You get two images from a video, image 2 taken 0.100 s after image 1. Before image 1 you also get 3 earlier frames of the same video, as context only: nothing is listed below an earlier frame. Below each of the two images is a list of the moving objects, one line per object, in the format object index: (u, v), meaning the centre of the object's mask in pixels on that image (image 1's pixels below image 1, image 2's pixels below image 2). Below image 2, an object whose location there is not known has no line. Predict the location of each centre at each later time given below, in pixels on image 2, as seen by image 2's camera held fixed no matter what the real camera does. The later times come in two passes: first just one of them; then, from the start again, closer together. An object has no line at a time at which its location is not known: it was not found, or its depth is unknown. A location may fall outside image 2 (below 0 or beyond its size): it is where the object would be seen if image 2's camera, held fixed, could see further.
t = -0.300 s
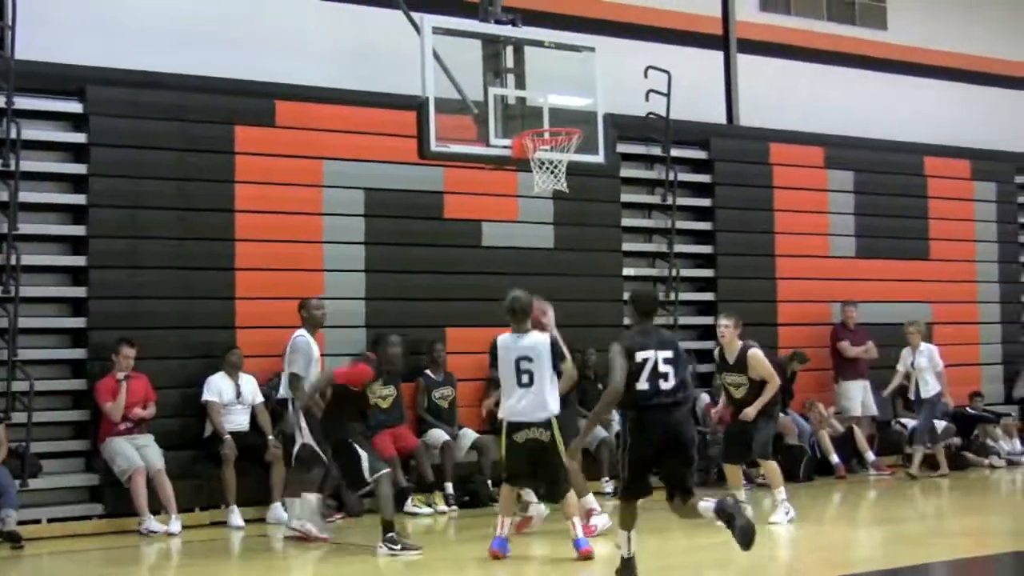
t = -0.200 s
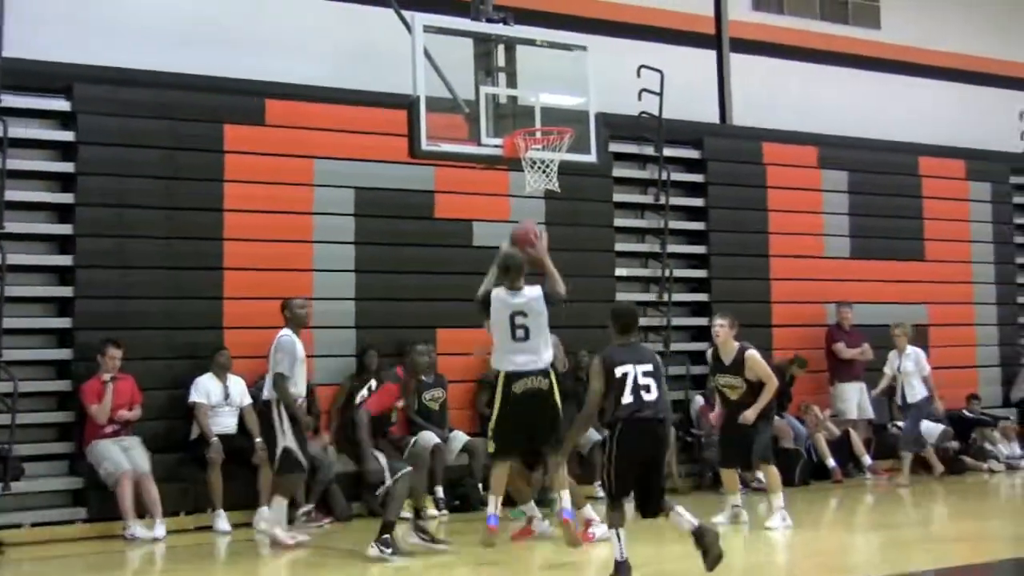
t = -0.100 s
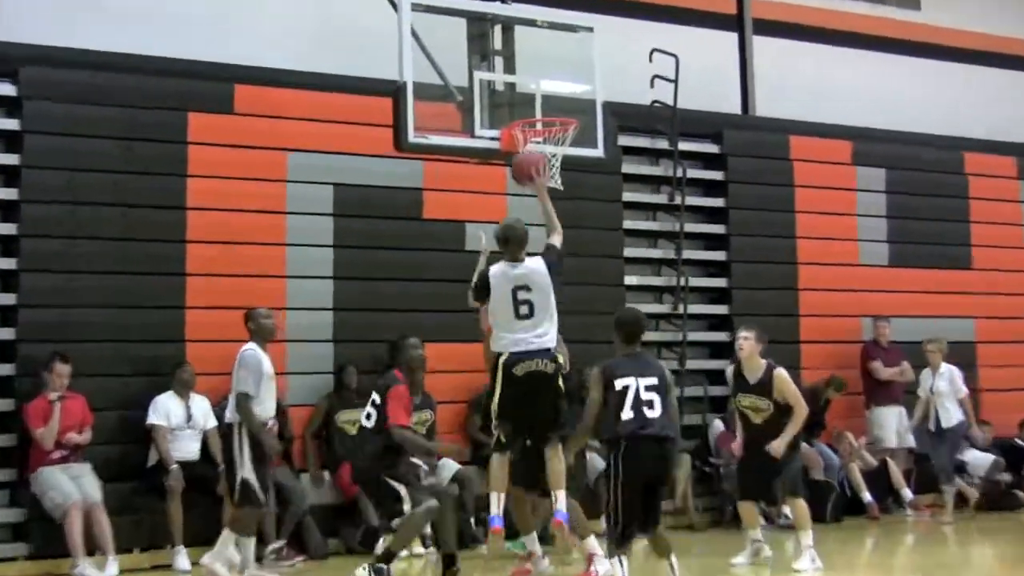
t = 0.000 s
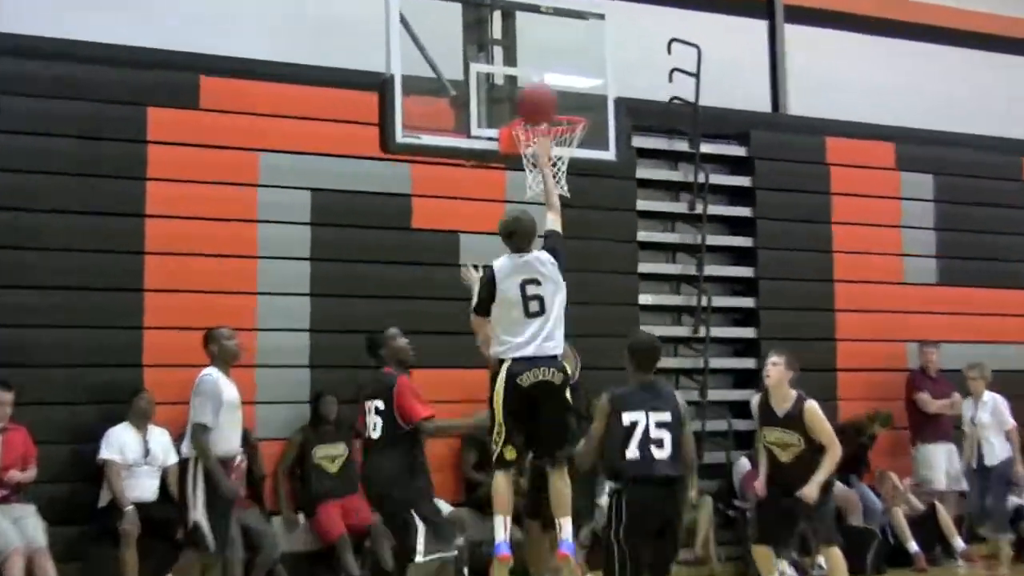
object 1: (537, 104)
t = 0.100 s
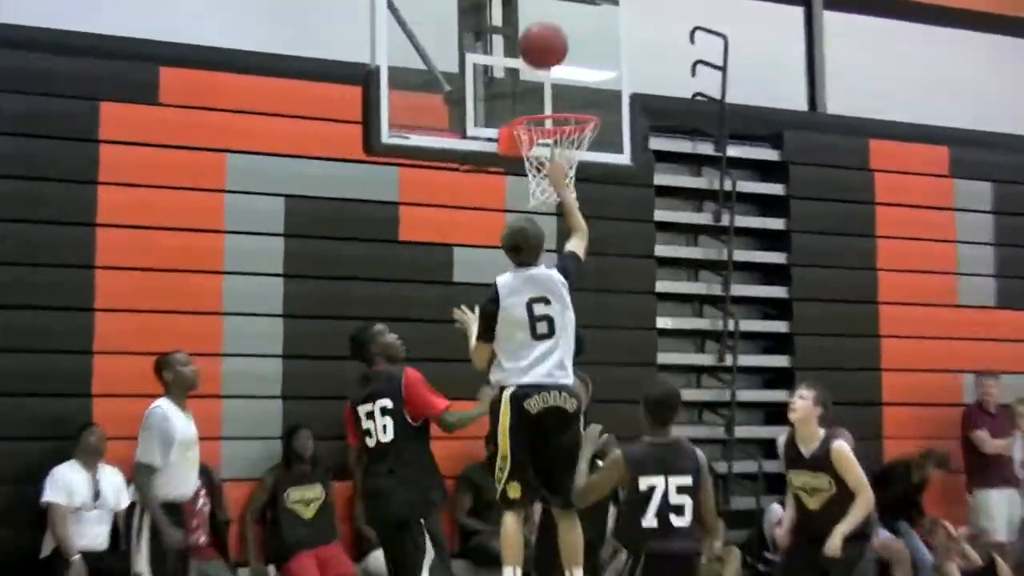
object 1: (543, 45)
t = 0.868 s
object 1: (564, 175)
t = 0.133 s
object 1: (544, 33)
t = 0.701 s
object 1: (564, 136)
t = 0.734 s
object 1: (566, 148)
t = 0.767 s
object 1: (569, 163)
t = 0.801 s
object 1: (563, 176)
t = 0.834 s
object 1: (564, 174)
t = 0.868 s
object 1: (564, 175)
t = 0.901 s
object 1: (562, 180)
